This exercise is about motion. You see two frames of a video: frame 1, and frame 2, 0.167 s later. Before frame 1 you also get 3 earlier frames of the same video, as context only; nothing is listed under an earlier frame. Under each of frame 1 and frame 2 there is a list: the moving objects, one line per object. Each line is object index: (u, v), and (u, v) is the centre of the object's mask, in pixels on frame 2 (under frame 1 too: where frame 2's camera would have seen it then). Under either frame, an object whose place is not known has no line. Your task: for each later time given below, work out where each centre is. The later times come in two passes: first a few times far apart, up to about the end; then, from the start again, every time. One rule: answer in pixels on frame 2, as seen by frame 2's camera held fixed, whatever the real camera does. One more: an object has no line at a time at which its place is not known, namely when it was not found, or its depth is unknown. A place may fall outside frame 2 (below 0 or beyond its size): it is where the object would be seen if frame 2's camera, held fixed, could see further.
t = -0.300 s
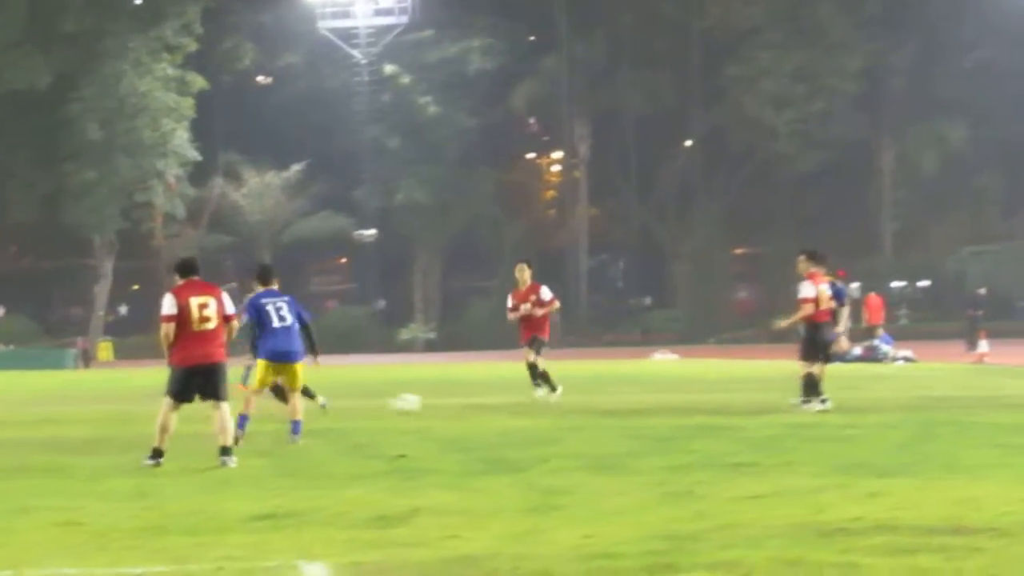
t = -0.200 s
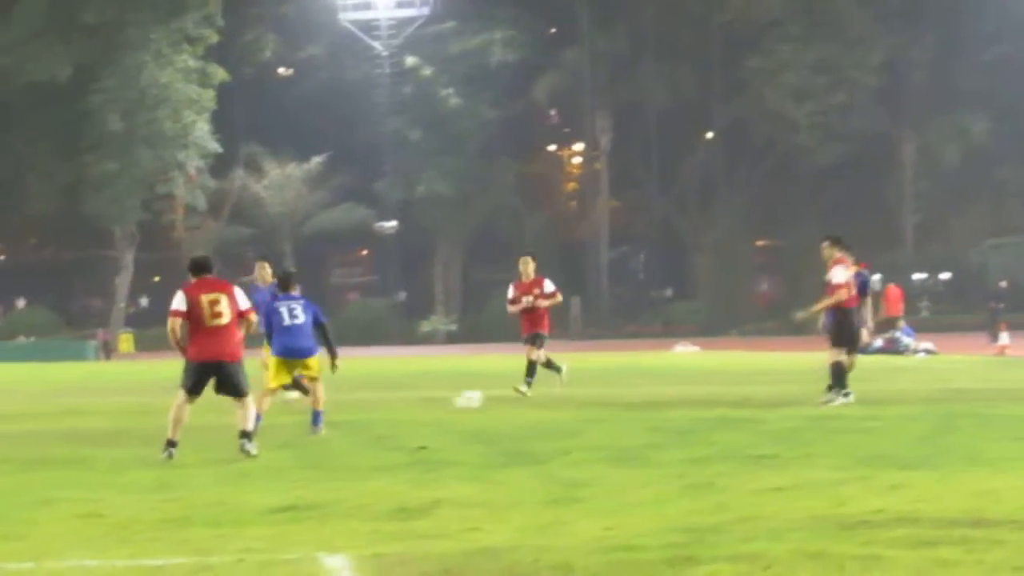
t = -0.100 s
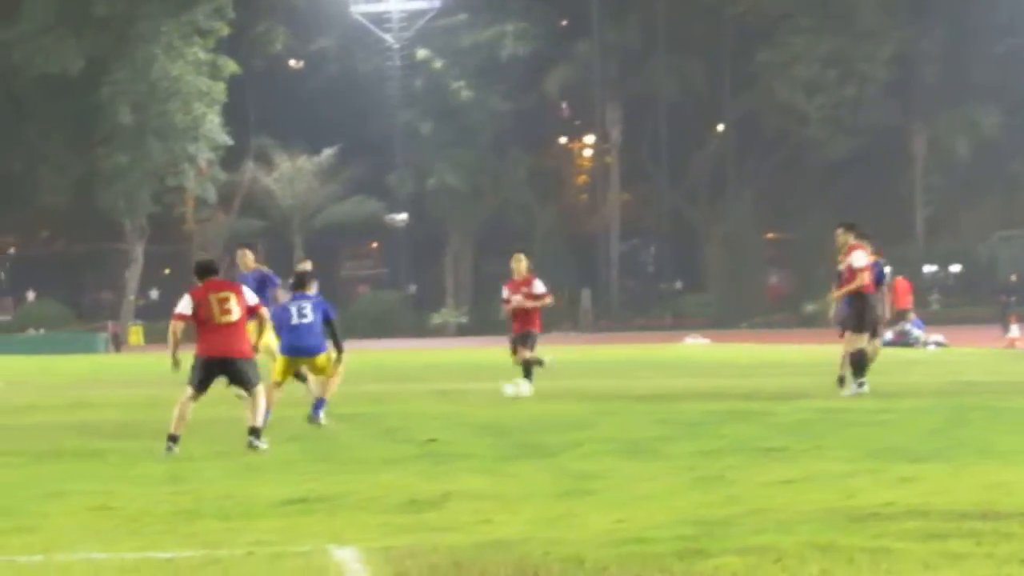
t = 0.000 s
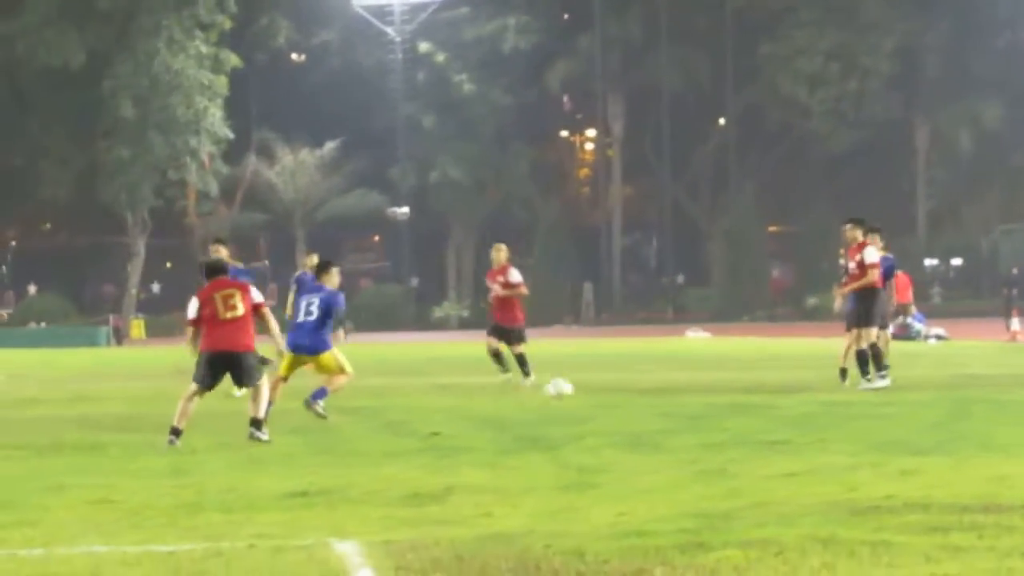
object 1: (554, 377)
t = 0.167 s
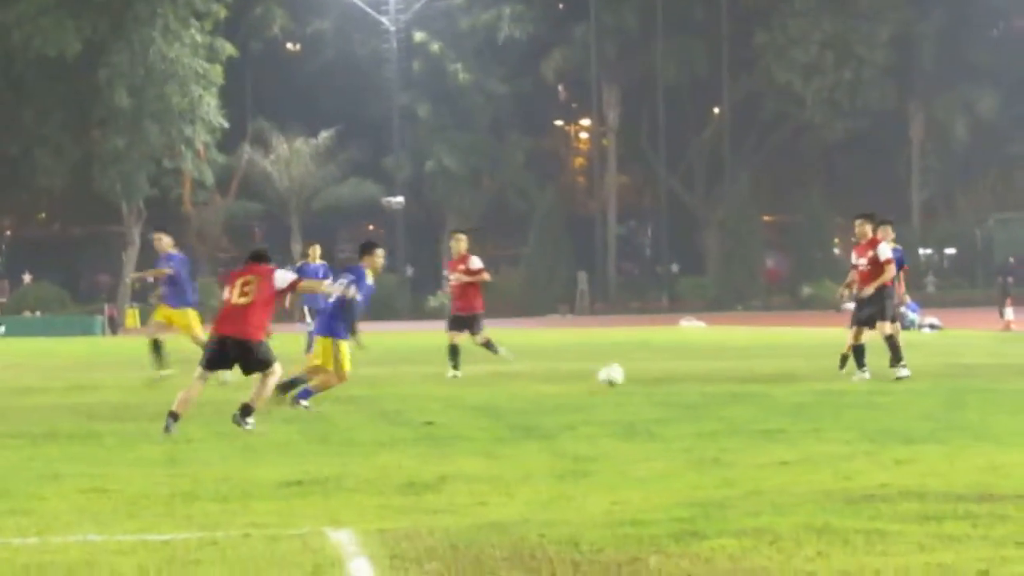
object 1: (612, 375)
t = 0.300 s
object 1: (657, 385)
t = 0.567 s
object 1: (740, 388)
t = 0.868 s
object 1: (841, 392)
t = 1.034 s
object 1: (903, 397)
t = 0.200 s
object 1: (623, 376)
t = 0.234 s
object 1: (634, 377)
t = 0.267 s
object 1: (646, 380)
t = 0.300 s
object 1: (657, 385)
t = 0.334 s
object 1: (668, 386)
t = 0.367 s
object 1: (678, 383)
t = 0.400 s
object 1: (688, 383)
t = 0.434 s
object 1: (698, 383)
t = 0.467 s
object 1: (708, 384)
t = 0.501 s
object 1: (719, 386)
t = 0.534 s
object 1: (730, 389)
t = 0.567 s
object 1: (740, 388)
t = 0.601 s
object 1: (751, 388)
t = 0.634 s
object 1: (762, 388)
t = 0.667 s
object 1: (773, 389)
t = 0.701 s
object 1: (784, 390)
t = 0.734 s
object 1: (795, 391)
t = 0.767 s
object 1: (806, 391)
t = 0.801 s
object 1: (818, 391)
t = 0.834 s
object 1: (830, 393)
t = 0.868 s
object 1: (841, 392)
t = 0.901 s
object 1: (854, 392)
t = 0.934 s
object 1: (866, 394)
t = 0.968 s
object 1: (878, 396)
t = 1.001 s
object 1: (890, 396)
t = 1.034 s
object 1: (903, 397)
